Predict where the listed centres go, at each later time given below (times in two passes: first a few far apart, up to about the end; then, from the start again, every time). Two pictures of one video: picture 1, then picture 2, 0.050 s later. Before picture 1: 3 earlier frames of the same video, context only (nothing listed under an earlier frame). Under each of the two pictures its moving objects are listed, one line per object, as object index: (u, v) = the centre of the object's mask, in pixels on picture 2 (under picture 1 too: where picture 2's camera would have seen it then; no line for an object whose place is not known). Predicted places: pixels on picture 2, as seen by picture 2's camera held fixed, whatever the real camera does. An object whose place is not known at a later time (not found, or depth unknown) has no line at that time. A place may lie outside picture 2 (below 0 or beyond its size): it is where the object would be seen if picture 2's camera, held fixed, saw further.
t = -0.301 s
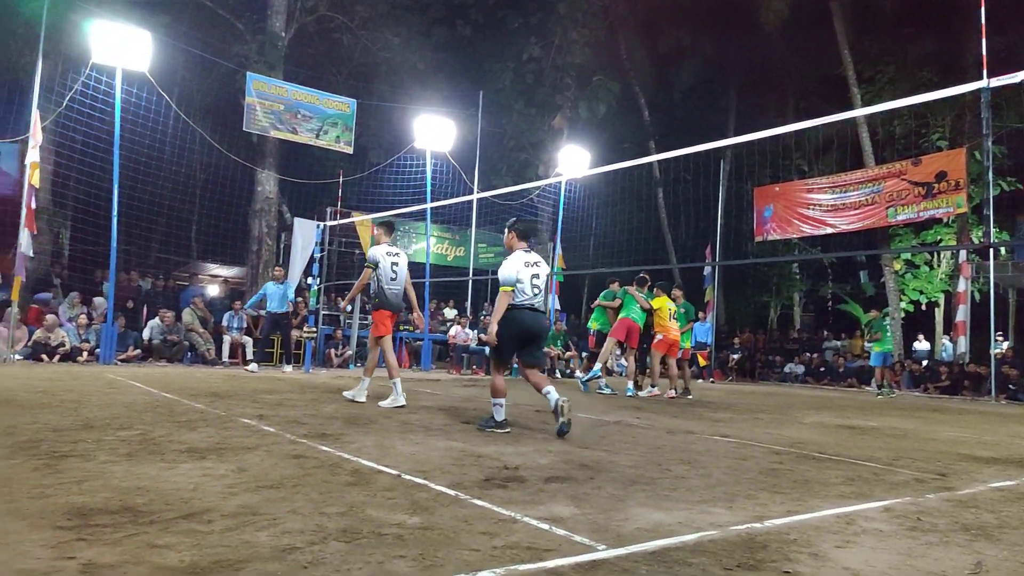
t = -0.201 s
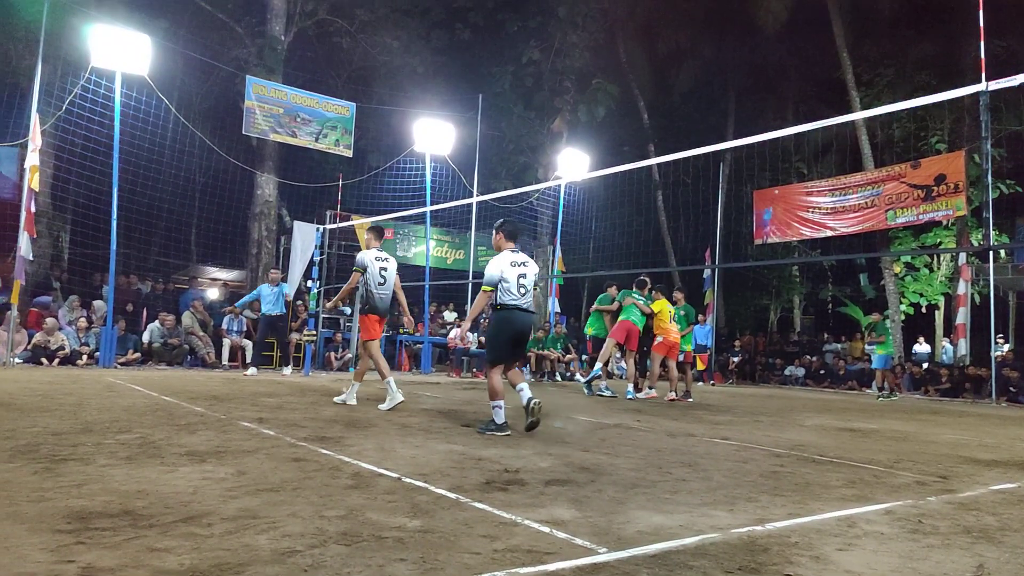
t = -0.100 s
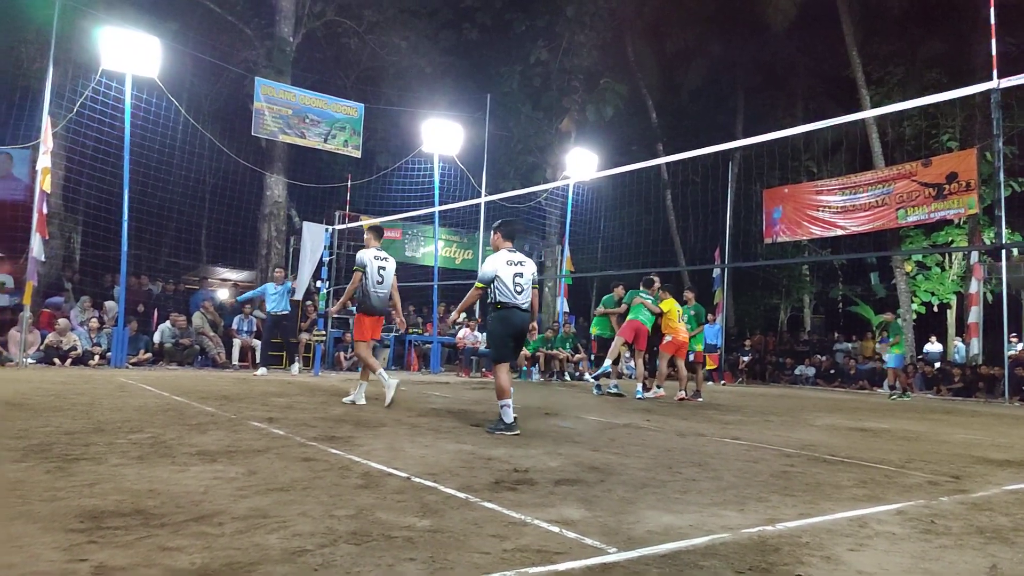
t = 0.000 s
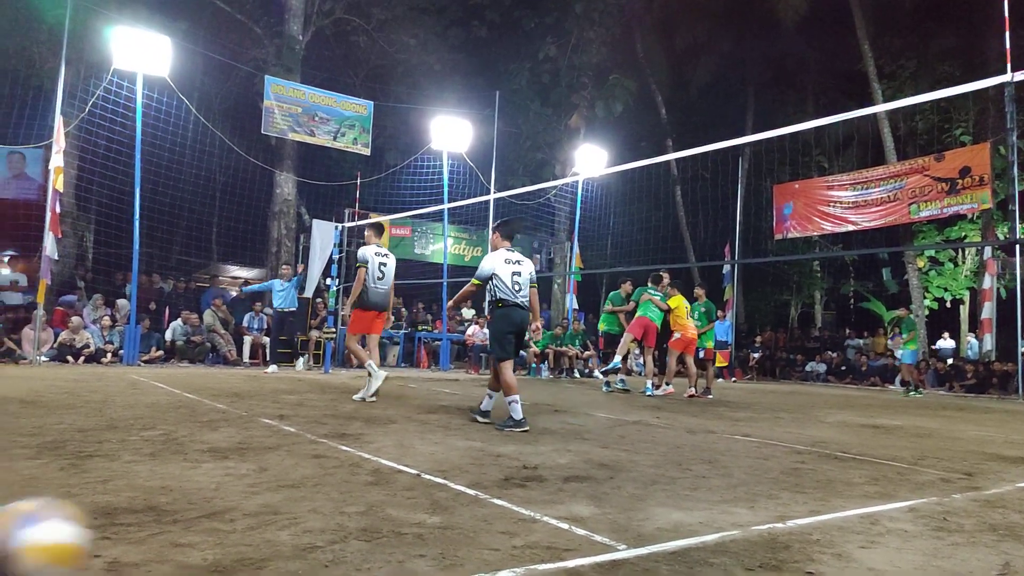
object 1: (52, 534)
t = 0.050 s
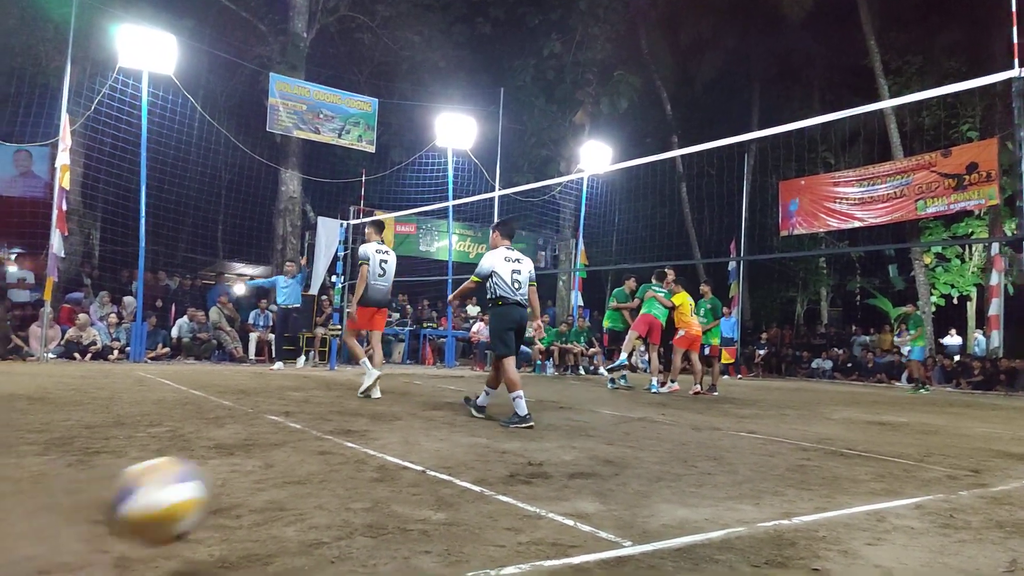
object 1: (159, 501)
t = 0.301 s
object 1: (500, 482)
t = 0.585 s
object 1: (660, 408)
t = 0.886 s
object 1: (750, 406)
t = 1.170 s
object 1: (806, 417)
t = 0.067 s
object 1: (195, 491)
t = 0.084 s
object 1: (228, 481)
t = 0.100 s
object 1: (257, 475)
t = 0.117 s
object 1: (287, 469)
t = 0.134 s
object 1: (311, 466)
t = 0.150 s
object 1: (336, 464)
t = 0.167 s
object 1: (359, 463)
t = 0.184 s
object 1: (381, 462)
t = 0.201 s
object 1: (401, 461)
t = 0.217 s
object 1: (419, 463)
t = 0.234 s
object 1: (438, 464)
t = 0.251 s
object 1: (454, 467)
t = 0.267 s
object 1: (470, 470)
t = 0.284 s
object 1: (485, 474)
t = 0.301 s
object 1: (500, 482)
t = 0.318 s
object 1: (514, 482)
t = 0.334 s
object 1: (525, 472)
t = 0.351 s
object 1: (537, 460)
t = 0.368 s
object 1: (548, 451)
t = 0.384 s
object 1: (560, 442)
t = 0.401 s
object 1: (570, 435)
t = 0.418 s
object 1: (581, 430)
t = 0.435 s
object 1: (590, 424)
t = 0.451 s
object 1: (599, 420)
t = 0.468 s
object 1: (607, 416)
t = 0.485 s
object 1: (615, 413)
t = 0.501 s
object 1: (624, 410)
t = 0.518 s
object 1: (632, 409)
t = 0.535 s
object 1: (639, 408)
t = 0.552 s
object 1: (647, 408)
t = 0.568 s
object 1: (653, 408)
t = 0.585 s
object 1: (660, 408)
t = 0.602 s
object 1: (666, 409)
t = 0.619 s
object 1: (672, 410)
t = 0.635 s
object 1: (678, 412)
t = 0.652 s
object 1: (684, 414)
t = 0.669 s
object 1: (689, 418)
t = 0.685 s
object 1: (695, 421)
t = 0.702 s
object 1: (700, 424)
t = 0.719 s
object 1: (705, 428)
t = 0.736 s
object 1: (710, 432)
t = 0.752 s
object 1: (714, 438)
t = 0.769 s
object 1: (719, 439)
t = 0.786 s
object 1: (724, 432)
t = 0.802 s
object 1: (729, 426)
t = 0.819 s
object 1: (733, 421)
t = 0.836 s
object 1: (737, 416)
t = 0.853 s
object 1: (741, 413)
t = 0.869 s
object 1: (745, 409)
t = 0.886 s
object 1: (750, 406)
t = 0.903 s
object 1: (753, 403)
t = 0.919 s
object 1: (757, 401)
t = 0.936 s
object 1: (761, 399)
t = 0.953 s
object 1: (764, 398)
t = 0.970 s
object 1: (767, 397)
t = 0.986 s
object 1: (771, 396)
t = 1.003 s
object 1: (774, 396)
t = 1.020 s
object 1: (778, 397)
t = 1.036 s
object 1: (780, 397)
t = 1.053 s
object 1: (787, 400)
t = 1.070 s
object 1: (790, 401)
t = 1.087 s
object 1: (792, 403)
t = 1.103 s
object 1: (795, 405)
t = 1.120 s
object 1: (798, 408)
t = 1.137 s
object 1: (801, 411)
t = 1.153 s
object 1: (804, 414)
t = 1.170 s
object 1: (806, 417)
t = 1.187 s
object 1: (808, 420)
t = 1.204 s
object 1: (812, 416)
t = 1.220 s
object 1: (814, 412)
